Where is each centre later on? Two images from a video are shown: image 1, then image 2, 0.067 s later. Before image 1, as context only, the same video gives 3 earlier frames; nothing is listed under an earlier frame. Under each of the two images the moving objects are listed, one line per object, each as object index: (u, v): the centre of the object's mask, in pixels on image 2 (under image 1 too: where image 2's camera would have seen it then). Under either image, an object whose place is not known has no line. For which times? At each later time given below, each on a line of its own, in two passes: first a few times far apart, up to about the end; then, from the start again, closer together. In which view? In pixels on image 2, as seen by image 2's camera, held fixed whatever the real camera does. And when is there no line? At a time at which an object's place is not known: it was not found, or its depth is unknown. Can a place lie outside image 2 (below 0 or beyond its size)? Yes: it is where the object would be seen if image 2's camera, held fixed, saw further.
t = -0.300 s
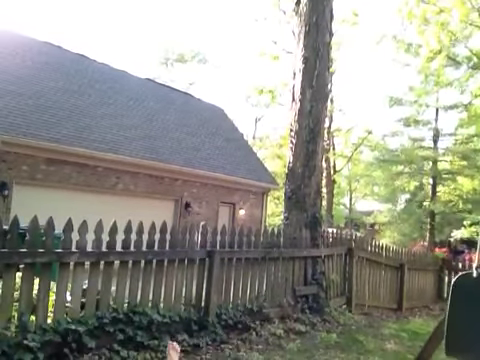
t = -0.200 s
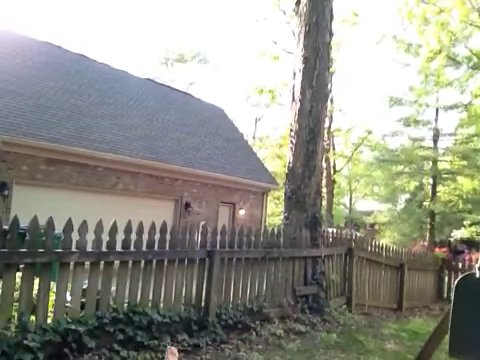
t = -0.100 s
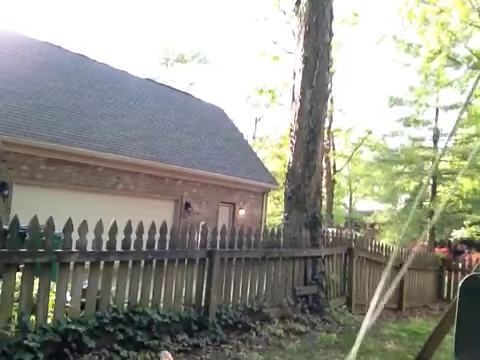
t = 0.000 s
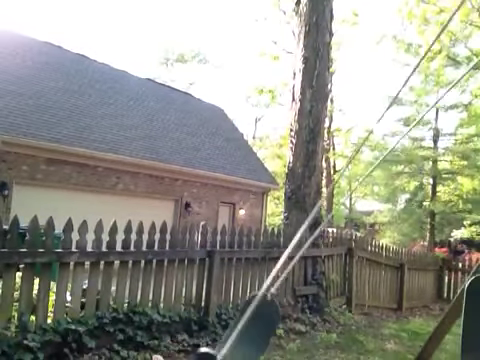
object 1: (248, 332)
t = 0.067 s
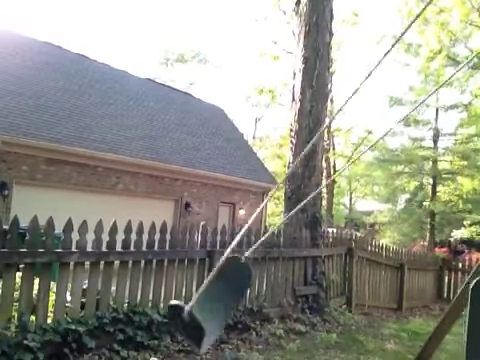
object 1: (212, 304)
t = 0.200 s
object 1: (184, 248)
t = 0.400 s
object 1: (181, 231)
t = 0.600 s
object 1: (190, 298)
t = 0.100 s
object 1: (200, 288)
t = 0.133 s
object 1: (194, 272)
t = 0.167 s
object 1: (188, 258)
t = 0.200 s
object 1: (184, 248)
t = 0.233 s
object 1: (180, 238)
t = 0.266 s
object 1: (178, 233)
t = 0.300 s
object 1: (176, 227)
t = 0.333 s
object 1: (175, 226)
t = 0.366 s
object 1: (175, 227)
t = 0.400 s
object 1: (181, 231)
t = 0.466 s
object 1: (181, 243)
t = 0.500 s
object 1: (183, 253)
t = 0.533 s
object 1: (183, 266)
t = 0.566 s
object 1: (187, 282)
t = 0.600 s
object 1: (190, 298)
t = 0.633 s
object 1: (197, 317)
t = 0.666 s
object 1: (209, 334)
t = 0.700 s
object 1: (229, 343)
